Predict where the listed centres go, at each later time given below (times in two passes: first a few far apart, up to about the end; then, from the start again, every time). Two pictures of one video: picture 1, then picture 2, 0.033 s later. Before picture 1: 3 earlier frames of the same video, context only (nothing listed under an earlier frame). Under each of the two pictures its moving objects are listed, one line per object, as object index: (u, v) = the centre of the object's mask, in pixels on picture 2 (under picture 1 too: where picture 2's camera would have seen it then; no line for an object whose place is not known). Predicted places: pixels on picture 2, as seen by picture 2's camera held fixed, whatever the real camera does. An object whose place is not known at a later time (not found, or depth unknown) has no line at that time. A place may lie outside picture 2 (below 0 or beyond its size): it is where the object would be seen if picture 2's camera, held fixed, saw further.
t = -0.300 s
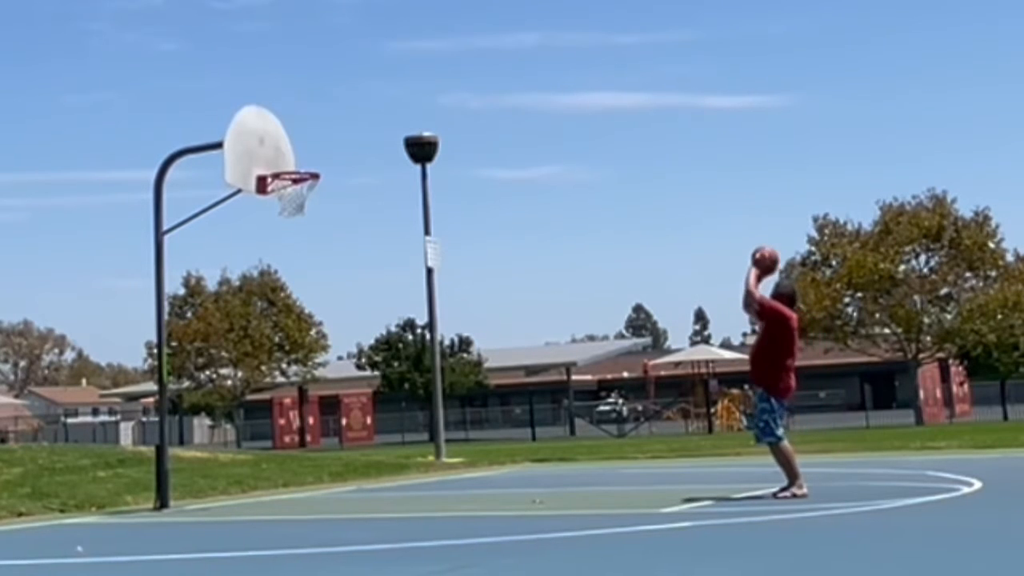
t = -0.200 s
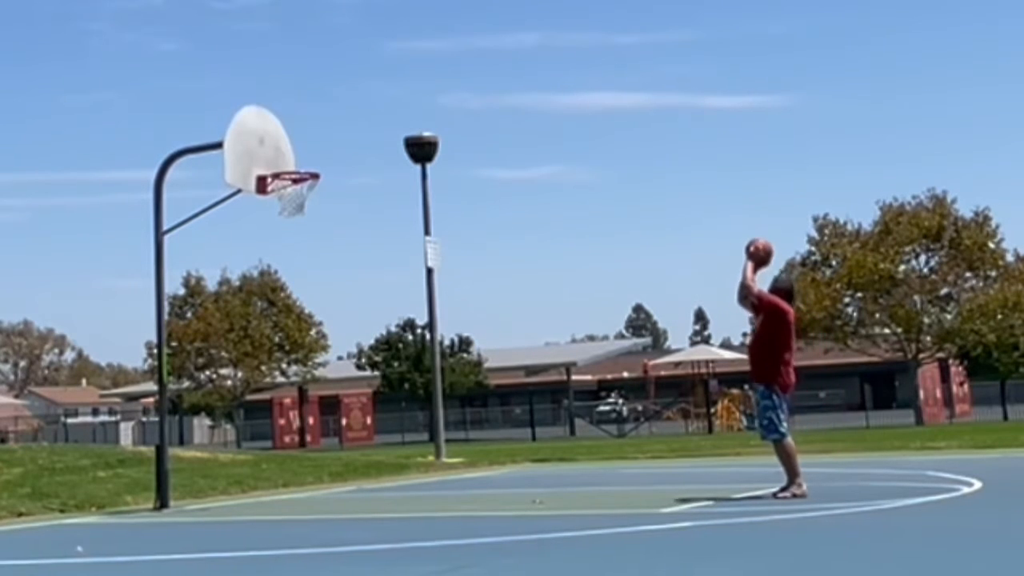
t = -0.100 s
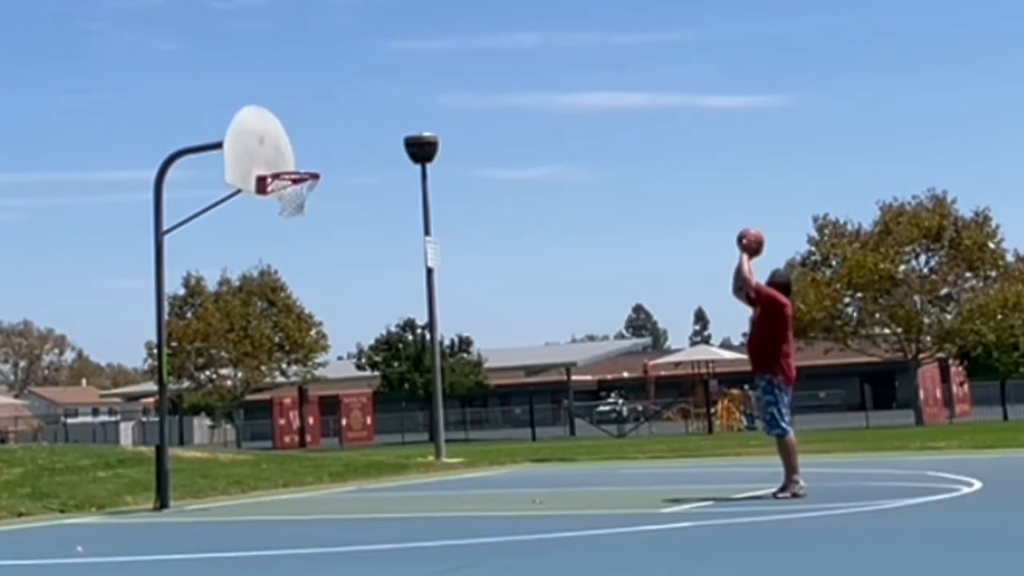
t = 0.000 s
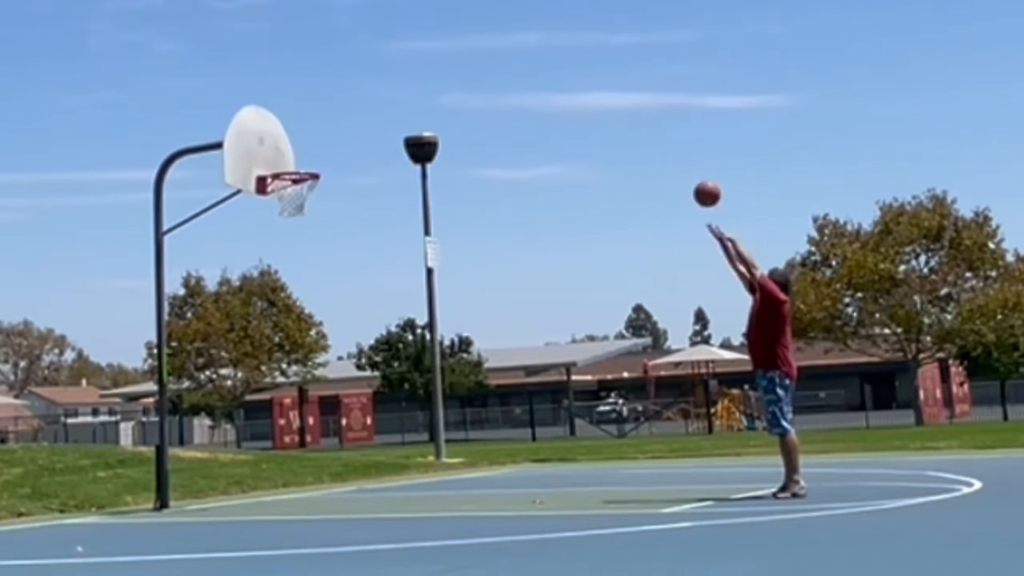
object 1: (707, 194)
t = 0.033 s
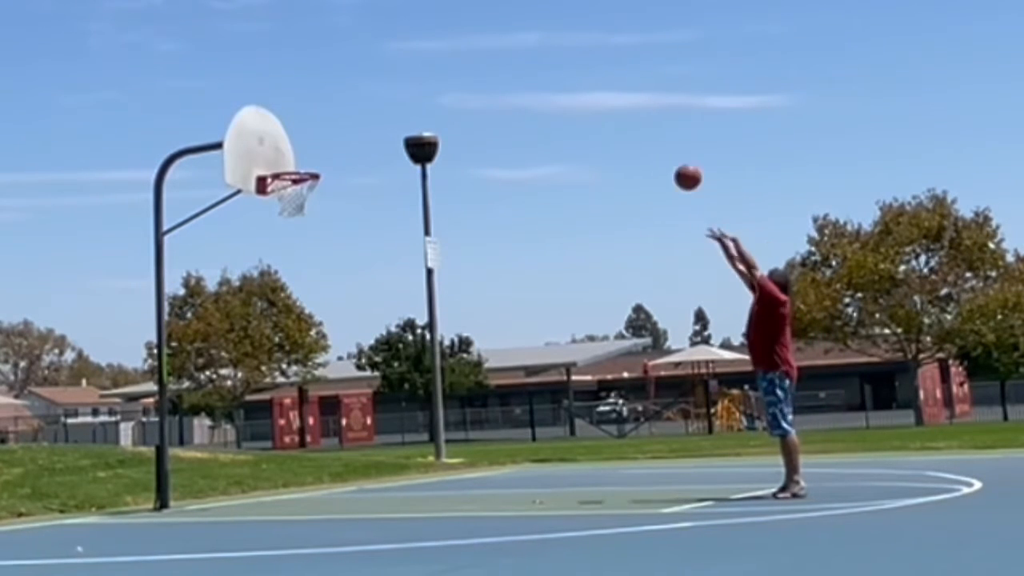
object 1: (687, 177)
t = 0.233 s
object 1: (579, 108)
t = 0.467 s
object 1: (467, 83)
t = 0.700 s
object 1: (366, 116)
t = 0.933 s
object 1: (291, 150)
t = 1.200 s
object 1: (283, 133)
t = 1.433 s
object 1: (322, 163)
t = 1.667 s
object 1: (362, 247)
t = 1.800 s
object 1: (386, 323)
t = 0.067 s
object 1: (668, 162)
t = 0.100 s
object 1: (650, 149)
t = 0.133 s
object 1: (632, 136)
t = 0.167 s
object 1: (614, 126)
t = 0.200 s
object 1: (597, 116)
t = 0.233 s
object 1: (579, 108)
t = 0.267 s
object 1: (562, 101)
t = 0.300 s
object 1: (545, 95)
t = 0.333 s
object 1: (529, 90)
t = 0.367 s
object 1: (513, 87)
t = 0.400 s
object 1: (497, 84)
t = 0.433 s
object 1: (482, 83)
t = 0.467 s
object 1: (467, 83)
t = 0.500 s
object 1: (452, 85)
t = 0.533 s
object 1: (437, 87)
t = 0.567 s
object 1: (423, 91)
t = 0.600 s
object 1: (408, 96)
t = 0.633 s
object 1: (394, 101)
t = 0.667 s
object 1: (380, 108)
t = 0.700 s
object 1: (366, 116)
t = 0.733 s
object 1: (352, 125)
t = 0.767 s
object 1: (339, 135)
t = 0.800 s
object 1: (326, 145)
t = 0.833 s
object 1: (312, 157)
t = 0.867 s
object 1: (303, 161)
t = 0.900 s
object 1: (297, 155)
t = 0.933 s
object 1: (291, 150)
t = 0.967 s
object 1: (284, 145)
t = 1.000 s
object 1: (278, 142)
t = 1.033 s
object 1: (272, 140)
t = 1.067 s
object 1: (266, 139)
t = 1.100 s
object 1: (267, 137)
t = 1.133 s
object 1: (272, 134)
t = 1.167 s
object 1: (278, 133)
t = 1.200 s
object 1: (283, 133)
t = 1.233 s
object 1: (288, 134)
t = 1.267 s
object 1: (294, 136)
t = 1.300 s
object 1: (300, 139)
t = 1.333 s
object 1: (305, 144)
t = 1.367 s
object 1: (310, 149)
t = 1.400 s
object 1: (316, 155)
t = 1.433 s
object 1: (322, 163)
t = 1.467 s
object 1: (327, 172)
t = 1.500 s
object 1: (333, 181)
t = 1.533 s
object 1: (339, 192)
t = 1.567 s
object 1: (345, 204)
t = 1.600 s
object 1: (351, 217)
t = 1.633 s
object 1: (356, 232)
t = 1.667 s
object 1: (362, 247)
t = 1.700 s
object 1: (368, 264)
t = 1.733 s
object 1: (374, 283)
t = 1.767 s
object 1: (380, 302)
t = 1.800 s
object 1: (386, 323)
